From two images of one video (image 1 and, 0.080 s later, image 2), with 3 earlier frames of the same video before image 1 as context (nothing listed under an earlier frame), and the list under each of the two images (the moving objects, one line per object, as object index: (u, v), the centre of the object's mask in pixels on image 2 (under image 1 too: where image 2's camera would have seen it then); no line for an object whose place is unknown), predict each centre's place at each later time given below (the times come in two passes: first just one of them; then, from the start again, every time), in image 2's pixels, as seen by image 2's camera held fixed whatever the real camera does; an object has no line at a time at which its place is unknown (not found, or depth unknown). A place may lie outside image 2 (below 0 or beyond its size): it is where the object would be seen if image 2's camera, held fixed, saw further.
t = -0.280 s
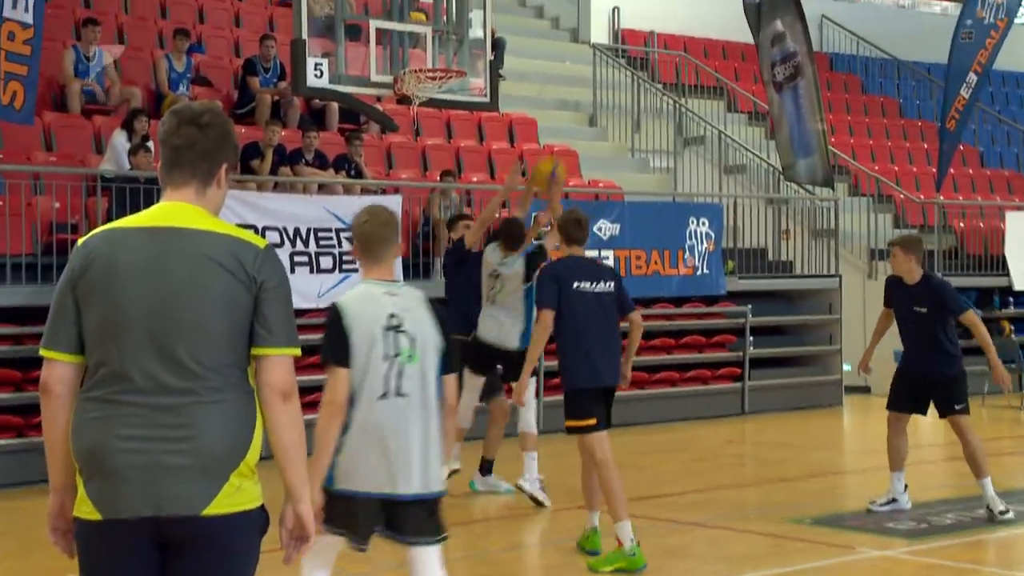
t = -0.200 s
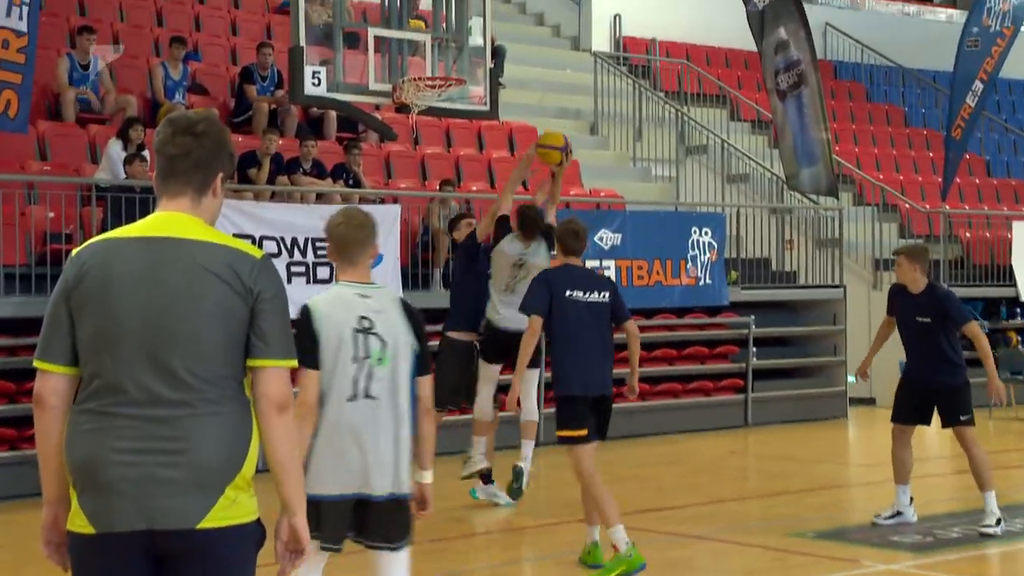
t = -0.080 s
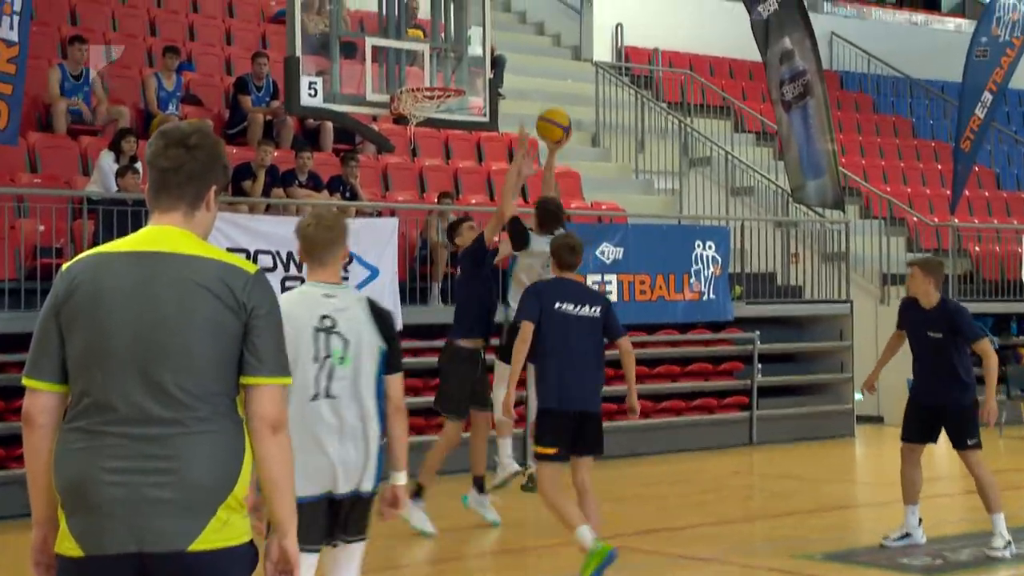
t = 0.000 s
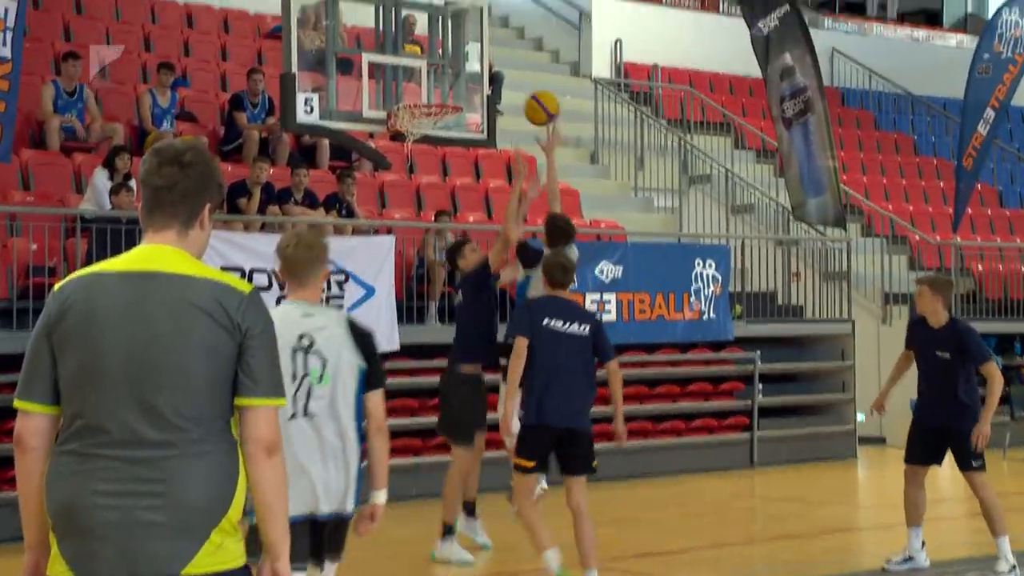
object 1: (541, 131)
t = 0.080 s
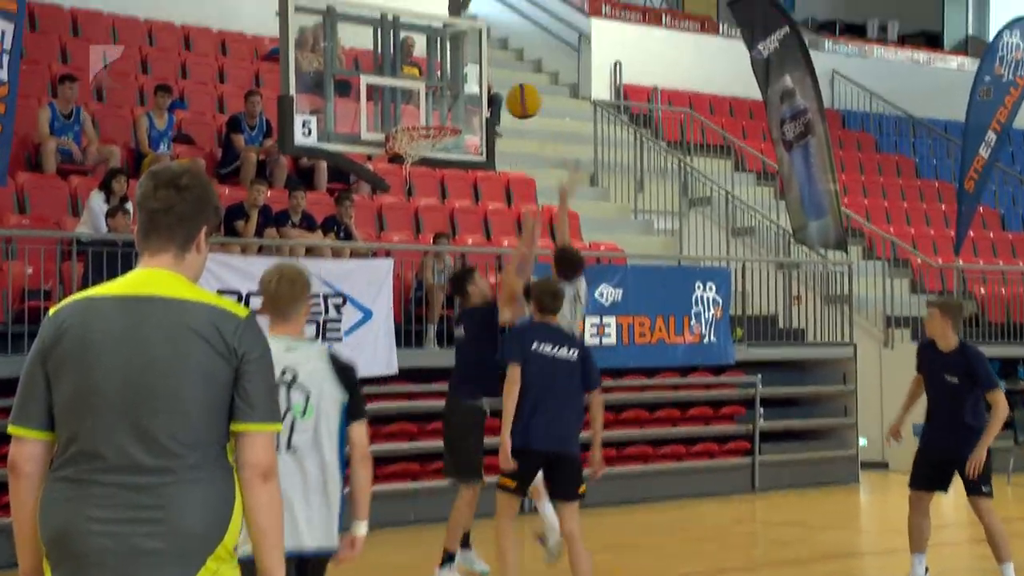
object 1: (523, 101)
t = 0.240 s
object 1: (490, 73)
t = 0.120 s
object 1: (515, 90)
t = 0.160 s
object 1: (506, 82)
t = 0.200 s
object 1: (498, 77)
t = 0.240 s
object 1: (490, 73)
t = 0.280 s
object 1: (482, 72)
